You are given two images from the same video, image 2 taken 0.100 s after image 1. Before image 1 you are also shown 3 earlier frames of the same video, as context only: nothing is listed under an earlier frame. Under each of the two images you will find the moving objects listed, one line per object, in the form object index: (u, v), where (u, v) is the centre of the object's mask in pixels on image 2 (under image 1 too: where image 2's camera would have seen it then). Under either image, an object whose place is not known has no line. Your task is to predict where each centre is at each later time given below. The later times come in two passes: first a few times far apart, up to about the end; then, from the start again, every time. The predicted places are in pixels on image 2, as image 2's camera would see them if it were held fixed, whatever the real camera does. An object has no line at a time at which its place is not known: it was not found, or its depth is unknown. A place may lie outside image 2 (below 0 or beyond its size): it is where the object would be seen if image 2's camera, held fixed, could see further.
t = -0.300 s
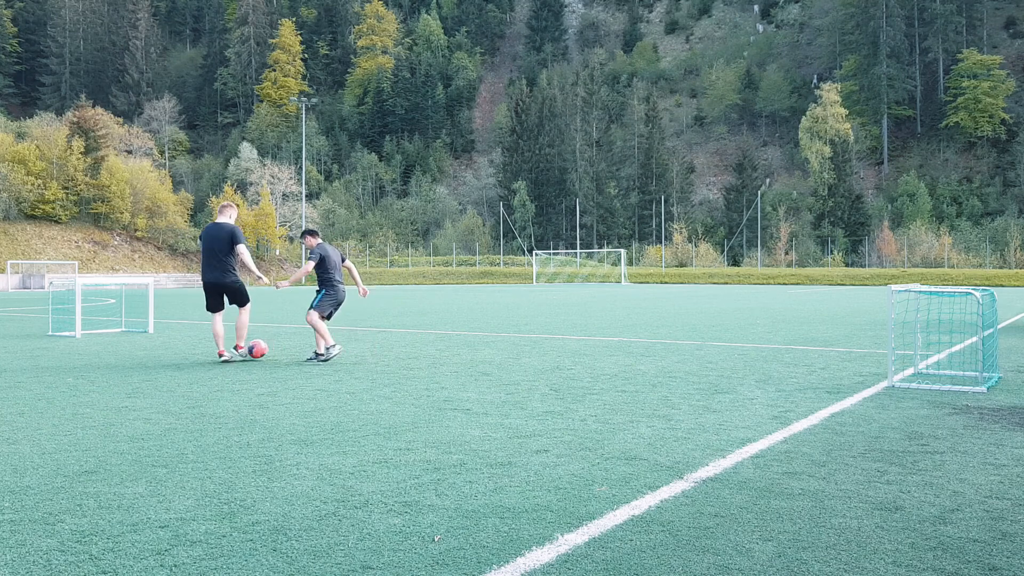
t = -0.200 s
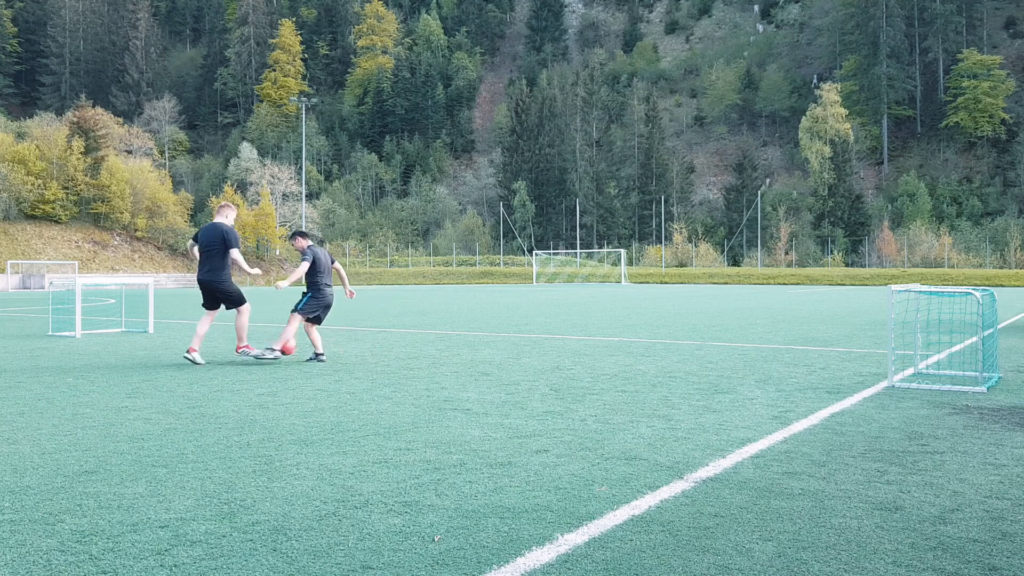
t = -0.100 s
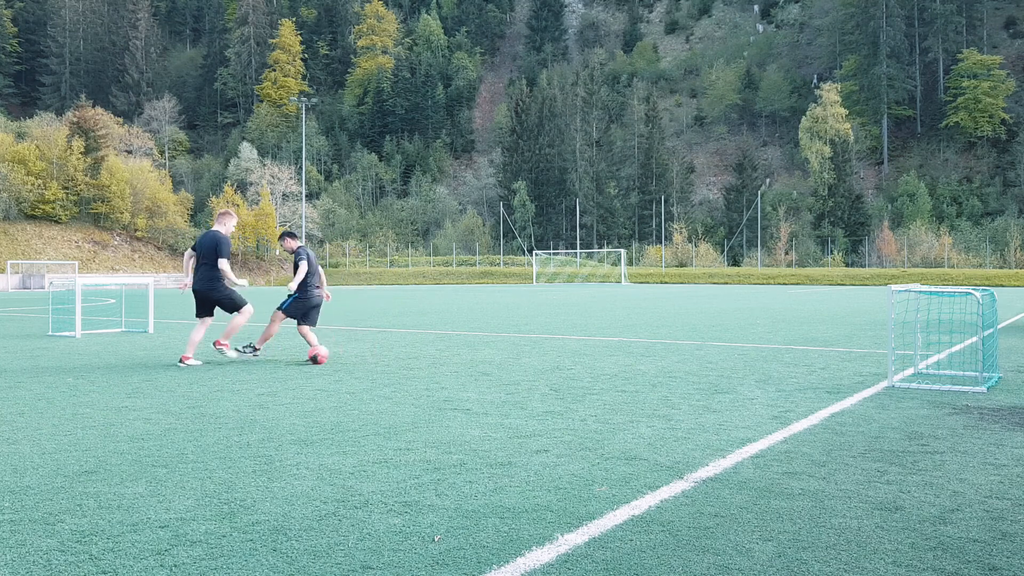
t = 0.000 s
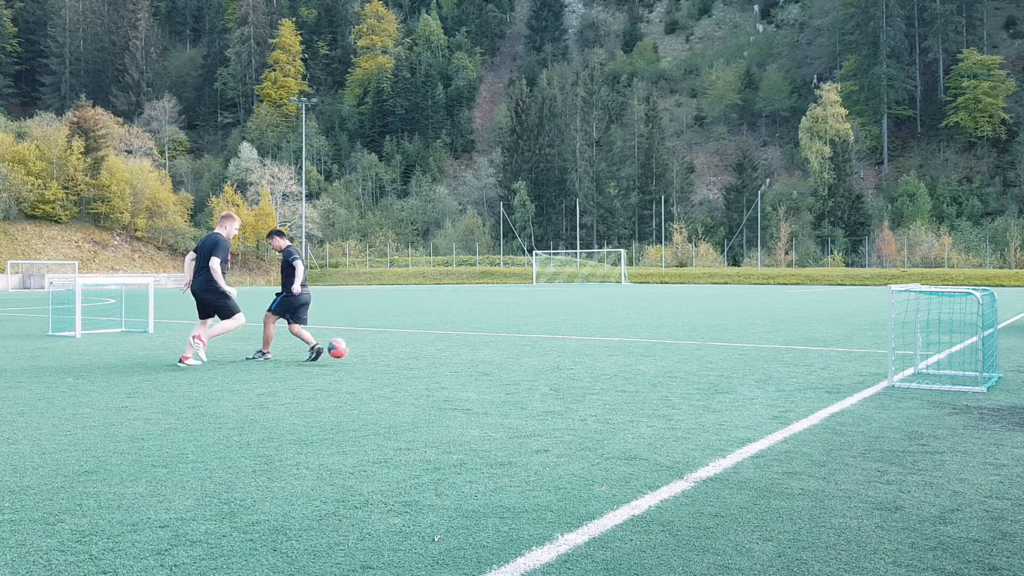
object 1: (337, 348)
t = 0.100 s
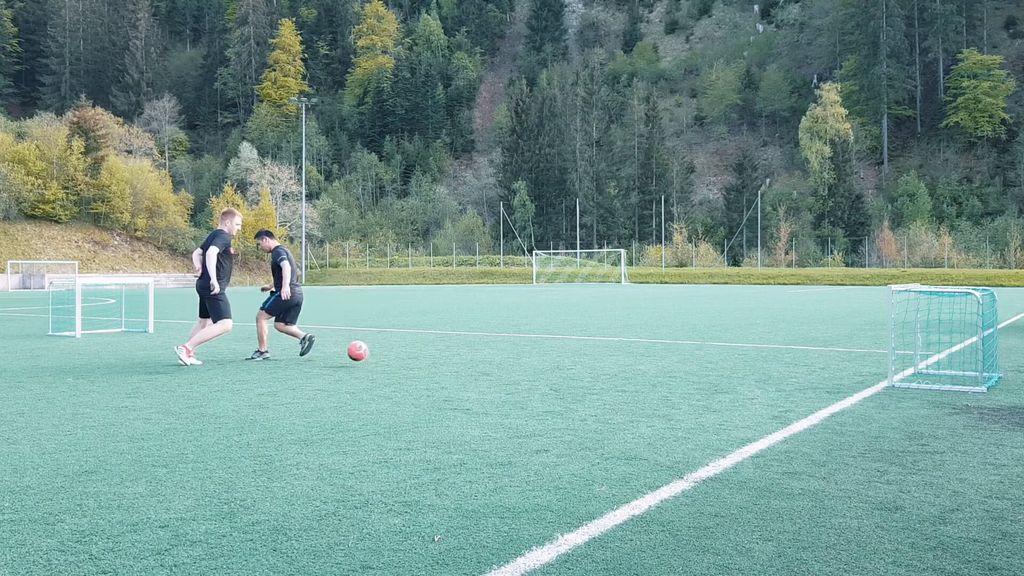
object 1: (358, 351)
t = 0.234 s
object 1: (381, 355)
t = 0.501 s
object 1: (424, 359)
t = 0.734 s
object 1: (463, 364)
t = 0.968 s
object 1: (504, 367)
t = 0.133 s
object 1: (364, 354)
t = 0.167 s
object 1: (371, 358)
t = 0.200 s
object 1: (376, 356)
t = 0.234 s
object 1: (381, 355)
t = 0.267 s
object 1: (386, 355)
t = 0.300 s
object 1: (391, 356)
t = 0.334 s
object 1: (397, 358)
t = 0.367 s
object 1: (403, 360)
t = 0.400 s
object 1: (408, 359)
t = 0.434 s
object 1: (413, 357)
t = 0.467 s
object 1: (419, 358)
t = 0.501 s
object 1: (424, 359)
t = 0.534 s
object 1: (430, 362)
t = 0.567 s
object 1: (436, 361)
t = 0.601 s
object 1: (441, 361)
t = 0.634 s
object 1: (446, 362)
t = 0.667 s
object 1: (452, 363)
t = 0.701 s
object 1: (458, 364)
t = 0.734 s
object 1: (463, 364)
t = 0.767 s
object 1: (469, 365)
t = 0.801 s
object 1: (474, 366)
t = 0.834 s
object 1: (481, 365)
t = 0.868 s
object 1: (486, 367)
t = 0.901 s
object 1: (492, 366)
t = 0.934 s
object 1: (498, 366)
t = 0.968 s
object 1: (504, 367)
